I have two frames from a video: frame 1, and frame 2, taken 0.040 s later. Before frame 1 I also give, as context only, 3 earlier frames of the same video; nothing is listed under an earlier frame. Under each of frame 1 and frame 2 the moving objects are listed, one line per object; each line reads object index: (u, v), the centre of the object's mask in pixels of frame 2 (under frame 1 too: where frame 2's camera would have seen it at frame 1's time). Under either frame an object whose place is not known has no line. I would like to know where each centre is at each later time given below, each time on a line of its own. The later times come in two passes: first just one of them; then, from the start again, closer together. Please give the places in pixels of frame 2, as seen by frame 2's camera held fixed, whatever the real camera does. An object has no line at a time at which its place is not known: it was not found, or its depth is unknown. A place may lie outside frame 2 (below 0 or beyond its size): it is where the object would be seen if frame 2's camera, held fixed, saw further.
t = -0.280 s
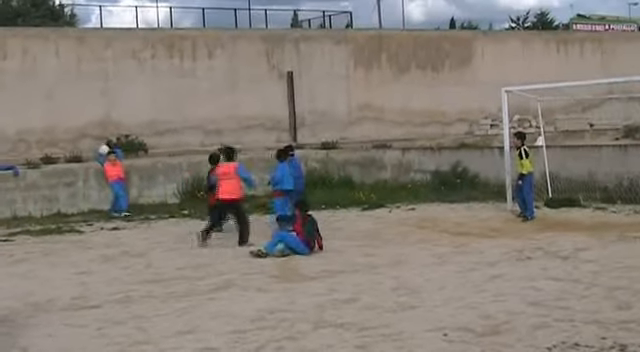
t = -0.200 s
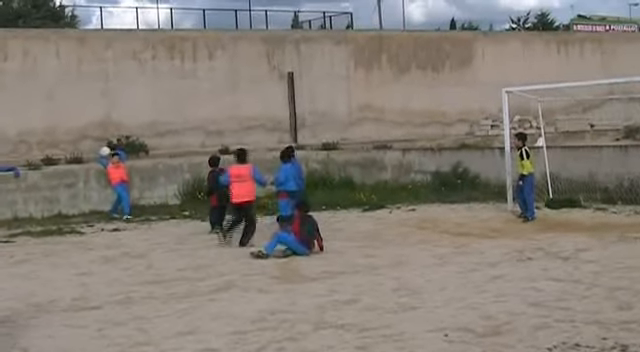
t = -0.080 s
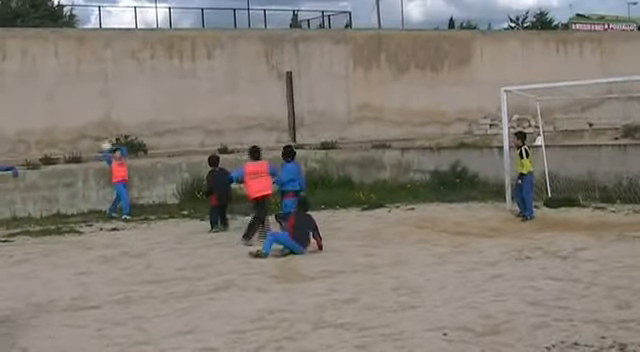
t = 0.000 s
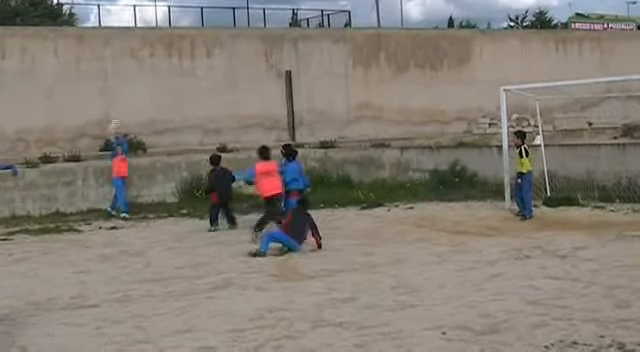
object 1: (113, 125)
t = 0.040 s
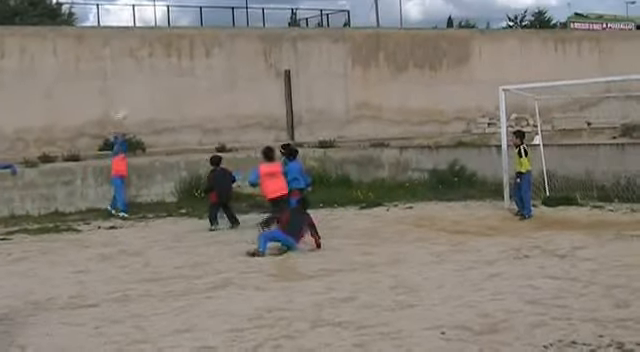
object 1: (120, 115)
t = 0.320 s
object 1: (188, 64)
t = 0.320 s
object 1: (188, 64)
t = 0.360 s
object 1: (200, 59)
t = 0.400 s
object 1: (211, 56)
